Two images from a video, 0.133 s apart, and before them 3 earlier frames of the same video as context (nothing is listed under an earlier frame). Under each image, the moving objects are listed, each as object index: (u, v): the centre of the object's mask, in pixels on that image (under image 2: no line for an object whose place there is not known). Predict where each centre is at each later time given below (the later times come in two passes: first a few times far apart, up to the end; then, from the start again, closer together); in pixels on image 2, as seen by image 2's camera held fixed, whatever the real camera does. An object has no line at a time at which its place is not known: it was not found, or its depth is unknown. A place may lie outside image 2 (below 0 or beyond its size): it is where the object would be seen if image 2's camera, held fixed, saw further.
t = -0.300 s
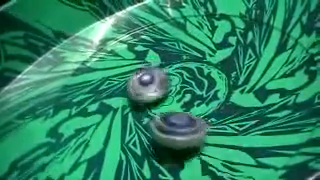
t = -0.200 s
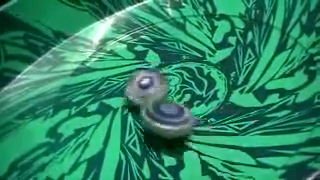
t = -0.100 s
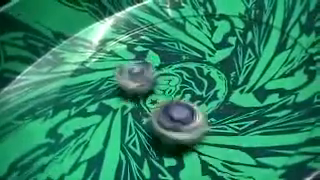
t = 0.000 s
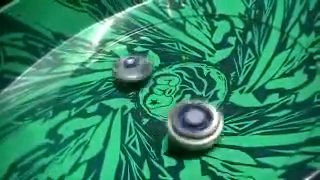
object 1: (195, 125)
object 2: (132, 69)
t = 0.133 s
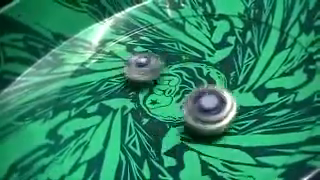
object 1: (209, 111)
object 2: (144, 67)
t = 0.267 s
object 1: (222, 96)
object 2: (157, 73)
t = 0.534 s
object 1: (230, 83)
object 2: (181, 89)
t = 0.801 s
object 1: (231, 81)
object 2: (178, 108)
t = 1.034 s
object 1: (220, 80)
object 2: (157, 116)
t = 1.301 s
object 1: (203, 67)
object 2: (139, 100)
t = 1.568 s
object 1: (206, 47)
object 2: (128, 84)
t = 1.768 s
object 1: (204, 48)
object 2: (145, 73)
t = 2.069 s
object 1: (231, 37)
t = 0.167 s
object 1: (211, 107)
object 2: (146, 68)
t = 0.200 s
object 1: (215, 103)
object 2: (150, 69)
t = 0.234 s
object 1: (218, 99)
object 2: (154, 71)
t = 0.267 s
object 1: (222, 96)
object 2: (157, 73)
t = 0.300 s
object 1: (224, 93)
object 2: (160, 75)
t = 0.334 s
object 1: (226, 90)
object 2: (163, 77)
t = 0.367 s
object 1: (228, 87)
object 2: (166, 77)
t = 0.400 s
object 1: (229, 86)
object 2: (169, 81)
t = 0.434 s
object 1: (229, 85)
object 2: (172, 81)
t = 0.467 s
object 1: (229, 84)
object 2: (174, 84)
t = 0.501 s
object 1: (230, 84)
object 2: (178, 86)
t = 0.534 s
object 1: (230, 83)
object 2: (181, 89)
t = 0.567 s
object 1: (232, 83)
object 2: (180, 89)
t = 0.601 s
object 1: (234, 83)
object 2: (179, 93)
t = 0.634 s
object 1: (234, 83)
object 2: (179, 95)
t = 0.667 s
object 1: (234, 83)
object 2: (180, 98)
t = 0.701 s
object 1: (233, 82)
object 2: (180, 99)
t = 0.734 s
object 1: (232, 82)
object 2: (179, 103)
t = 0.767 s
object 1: (231, 82)
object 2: (179, 105)
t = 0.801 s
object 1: (231, 81)
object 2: (178, 108)
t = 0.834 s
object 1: (230, 81)
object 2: (178, 110)
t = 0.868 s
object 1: (230, 81)
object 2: (175, 112)
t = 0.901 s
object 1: (229, 81)
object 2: (173, 114)
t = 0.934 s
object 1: (229, 80)
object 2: (169, 117)
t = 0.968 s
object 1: (227, 80)
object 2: (163, 118)
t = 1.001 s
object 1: (224, 80)
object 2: (159, 117)
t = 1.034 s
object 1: (220, 80)
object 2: (157, 116)
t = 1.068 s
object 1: (216, 80)
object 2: (154, 114)
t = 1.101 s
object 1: (212, 79)
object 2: (152, 112)
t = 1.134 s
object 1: (208, 79)
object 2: (152, 109)
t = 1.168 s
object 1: (202, 78)
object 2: (153, 107)
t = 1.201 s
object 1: (199, 77)
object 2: (153, 104)
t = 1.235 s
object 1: (197, 76)
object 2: (152, 101)
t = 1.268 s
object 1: (201, 70)
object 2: (145, 101)
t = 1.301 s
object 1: (203, 67)
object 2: (139, 100)
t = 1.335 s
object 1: (204, 63)
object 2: (134, 98)
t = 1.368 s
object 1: (205, 60)
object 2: (132, 97)
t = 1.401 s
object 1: (205, 57)
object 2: (129, 96)
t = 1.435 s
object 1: (206, 54)
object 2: (128, 94)
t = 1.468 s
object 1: (205, 52)
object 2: (126, 92)
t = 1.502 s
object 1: (206, 50)
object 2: (126, 89)
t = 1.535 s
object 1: (206, 48)
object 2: (127, 86)
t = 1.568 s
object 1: (206, 47)
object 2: (128, 84)
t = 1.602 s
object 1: (206, 47)
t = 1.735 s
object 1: (205, 48)
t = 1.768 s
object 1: (204, 48)
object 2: (145, 73)
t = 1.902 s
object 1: (202, 49)
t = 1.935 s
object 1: (212, 44)
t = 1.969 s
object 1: (221, 40)
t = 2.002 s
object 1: (226, 37)
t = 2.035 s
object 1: (230, 37)
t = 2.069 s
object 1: (231, 37)
